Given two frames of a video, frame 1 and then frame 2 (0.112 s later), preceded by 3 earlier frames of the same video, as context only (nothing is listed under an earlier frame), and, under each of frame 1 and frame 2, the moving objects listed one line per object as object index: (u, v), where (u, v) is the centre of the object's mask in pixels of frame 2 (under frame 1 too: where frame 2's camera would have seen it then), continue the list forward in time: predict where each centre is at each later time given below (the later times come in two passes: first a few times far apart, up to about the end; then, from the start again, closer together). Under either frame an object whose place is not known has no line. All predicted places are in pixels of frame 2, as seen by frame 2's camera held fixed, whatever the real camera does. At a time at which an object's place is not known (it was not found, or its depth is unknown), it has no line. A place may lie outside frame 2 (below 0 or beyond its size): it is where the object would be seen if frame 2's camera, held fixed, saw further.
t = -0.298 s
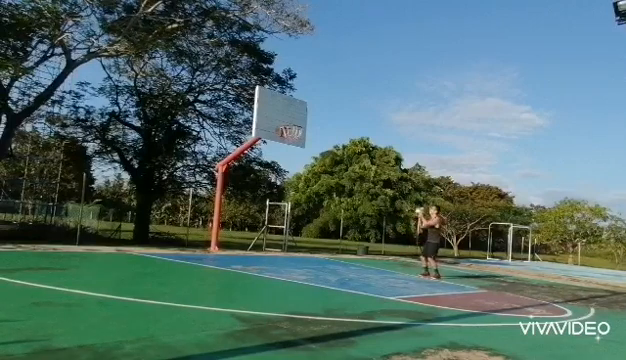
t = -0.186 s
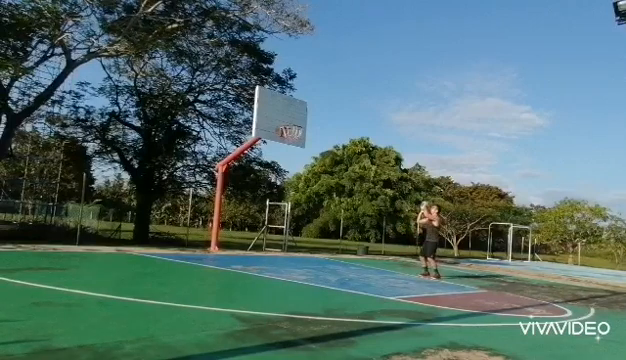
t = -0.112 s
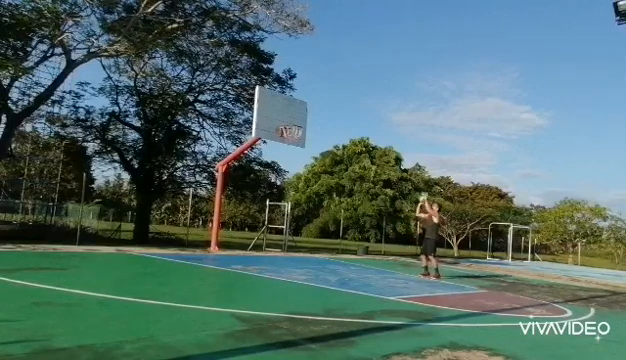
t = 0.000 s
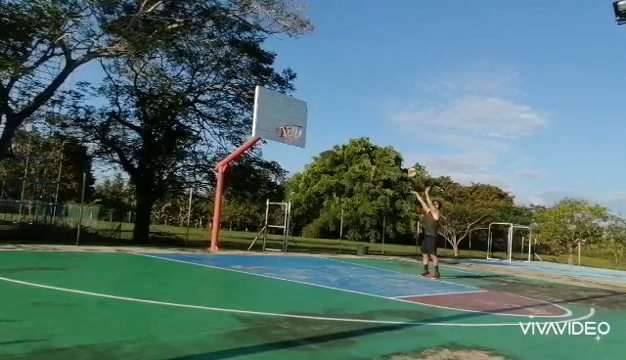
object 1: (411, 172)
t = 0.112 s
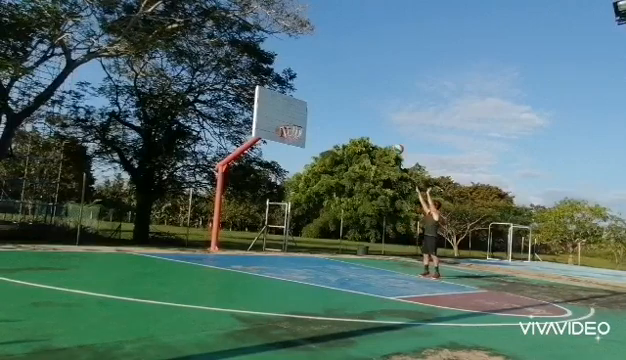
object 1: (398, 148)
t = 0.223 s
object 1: (384, 130)
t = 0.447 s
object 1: (356, 107)
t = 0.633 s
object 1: (332, 104)
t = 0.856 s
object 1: (300, 117)
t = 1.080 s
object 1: (282, 132)
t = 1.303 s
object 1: (281, 143)
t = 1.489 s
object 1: (276, 168)
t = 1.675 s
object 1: (272, 209)
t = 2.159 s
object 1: (287, 199)
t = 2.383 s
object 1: (299, 187)
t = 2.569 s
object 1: (307, 190)
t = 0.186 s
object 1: (389, 136)
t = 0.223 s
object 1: (384, 130)
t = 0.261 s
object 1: (380, 125)
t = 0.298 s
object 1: (375, 120)
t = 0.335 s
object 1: (370, 116)
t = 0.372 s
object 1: (366, 113)
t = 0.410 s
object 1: (361, 110)
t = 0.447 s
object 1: (356, 107)
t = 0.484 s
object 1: (351, 106)
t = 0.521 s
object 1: (346, 104)
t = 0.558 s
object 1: (341, 104)
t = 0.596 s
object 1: (337, 103)
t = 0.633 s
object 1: (332, 104)
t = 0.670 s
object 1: (327, 105)
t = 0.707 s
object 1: (322, 106)
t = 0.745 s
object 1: (316, 108)
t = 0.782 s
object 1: (311, 111)
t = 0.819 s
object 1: (306, 114)
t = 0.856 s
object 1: (300, 117)
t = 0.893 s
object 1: (295, 121)
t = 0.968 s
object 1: (284, 131)
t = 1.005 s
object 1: (282, 131)
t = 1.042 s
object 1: (282, 132)
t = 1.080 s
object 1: (282, 132)
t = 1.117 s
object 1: (282, 132)
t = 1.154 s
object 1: (281, 133)
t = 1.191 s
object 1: (281, 134)
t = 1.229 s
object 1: (282, 135)
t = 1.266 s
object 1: (281, 139)
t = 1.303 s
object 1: (281, 143)
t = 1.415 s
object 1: (278, 157)
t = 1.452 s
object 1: (278, 163)
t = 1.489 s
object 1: (276, 168)
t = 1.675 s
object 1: (272, 209)
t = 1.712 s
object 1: (270, 219)
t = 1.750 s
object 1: (270, 229)
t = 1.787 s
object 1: (267, 241)
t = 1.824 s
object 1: (268, 252)
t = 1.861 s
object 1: (269, 252)
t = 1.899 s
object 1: (270, 243)
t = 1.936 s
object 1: (274, 234)
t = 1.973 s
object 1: (276, 228)
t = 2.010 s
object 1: (278, 220)
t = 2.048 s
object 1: (280, 215)
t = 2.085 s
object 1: (282, 209)
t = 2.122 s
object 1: (285, 205)
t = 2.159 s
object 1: (287, 199)
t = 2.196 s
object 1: (289, 197)
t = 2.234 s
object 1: (290, 194)
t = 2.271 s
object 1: (292, 191)
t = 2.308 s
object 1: (294, 190)
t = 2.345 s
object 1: (296, 189)
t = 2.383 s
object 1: (299, 187)
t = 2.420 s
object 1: (300, 187)
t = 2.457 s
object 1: (302, 187)
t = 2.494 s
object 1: (303, 187)
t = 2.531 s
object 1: (305, 188)
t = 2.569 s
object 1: (307, 190)
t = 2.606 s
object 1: (309, 194)
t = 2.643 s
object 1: (310, 197)
